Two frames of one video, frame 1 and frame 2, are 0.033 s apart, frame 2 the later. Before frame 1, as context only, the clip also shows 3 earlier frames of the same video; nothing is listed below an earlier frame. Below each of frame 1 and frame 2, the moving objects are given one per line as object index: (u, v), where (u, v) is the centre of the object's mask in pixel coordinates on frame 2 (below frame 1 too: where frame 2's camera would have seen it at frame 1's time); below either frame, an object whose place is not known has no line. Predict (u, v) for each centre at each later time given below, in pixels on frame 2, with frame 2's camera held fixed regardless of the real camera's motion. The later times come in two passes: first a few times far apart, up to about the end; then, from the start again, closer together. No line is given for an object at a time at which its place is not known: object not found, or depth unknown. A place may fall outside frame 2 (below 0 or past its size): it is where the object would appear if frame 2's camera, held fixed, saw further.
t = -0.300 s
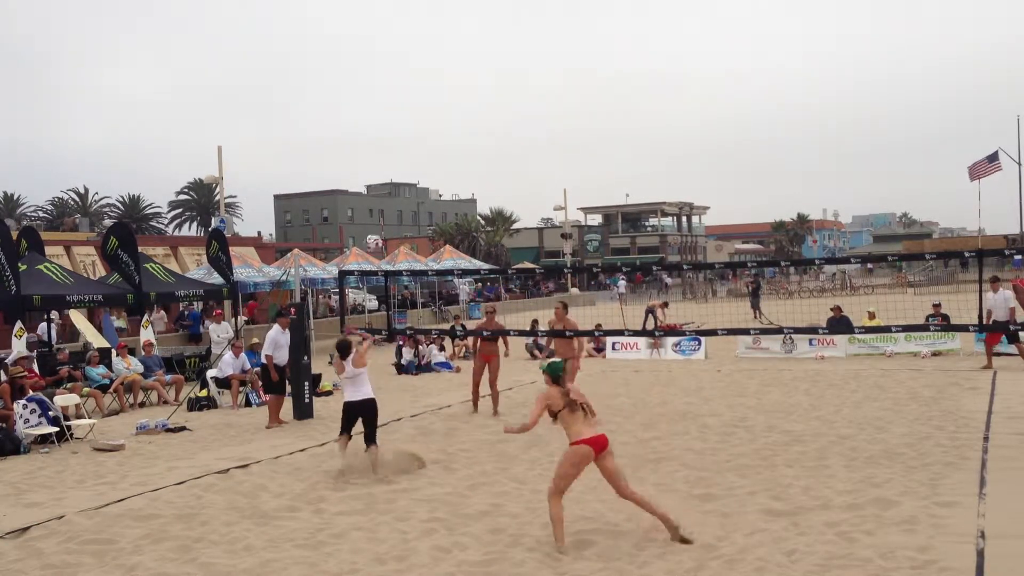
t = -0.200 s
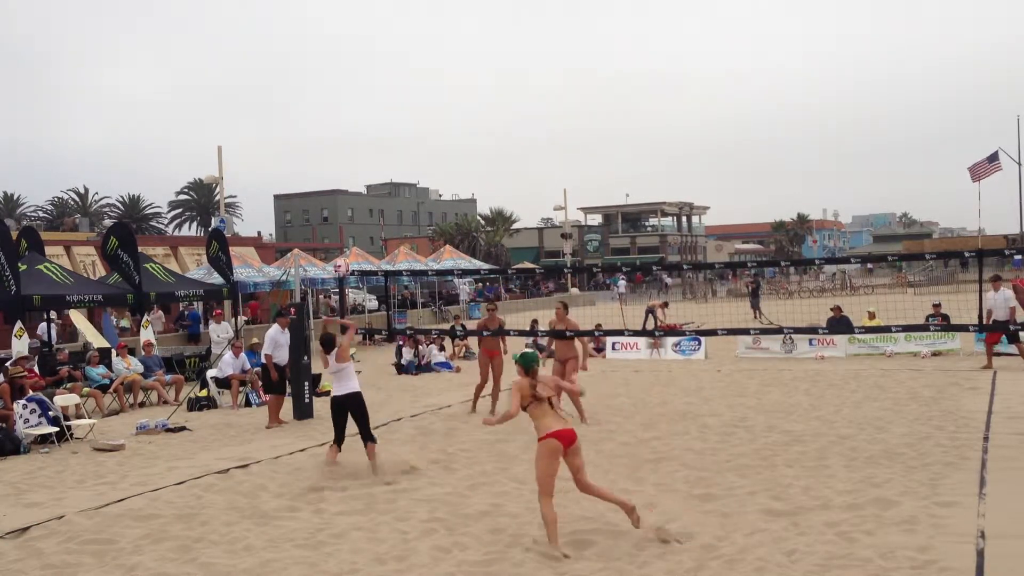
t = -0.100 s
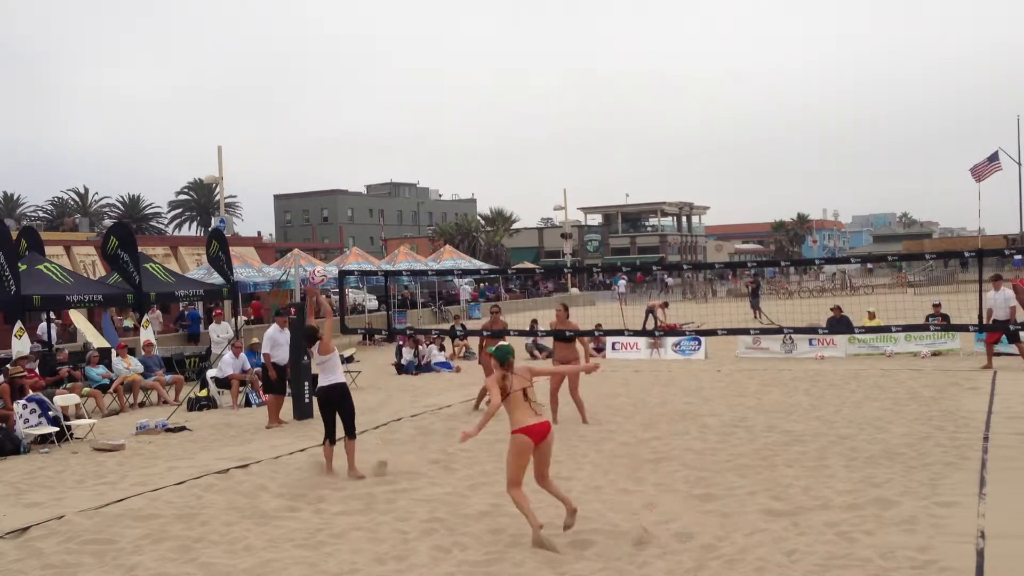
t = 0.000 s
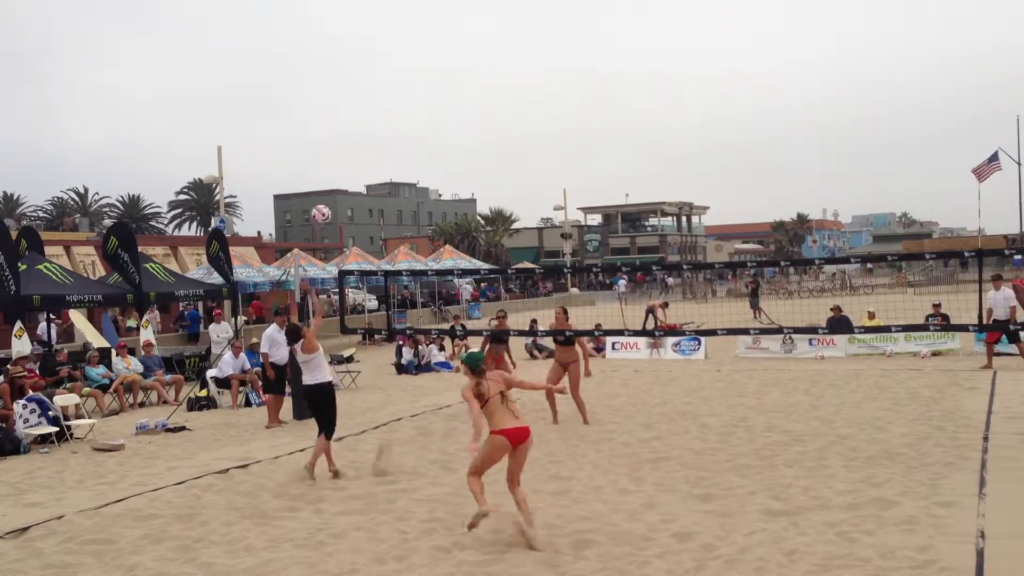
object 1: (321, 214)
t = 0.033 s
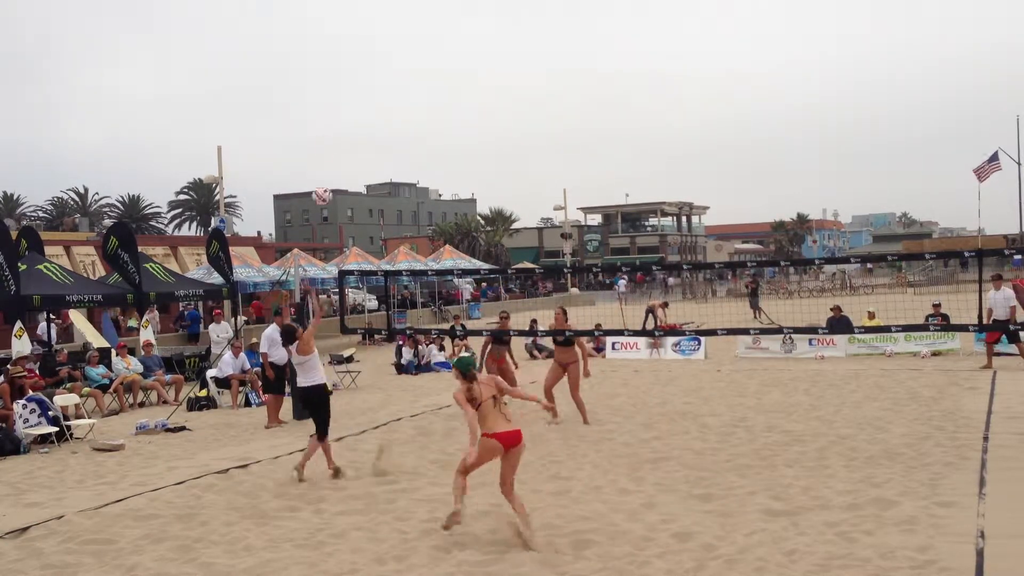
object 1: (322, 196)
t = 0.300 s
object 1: (331, 82)
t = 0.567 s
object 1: (337, 30)
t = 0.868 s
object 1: (344, 53)
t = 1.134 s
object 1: (350, 152)
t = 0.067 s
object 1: (323, 179)
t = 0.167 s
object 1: (327, 131)
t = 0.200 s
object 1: (328, 117)
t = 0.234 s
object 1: (329, 104)
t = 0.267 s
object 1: (330, 92)
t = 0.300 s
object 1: (331, 82)
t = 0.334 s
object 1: (332, 71)
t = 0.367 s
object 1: (332, 63)
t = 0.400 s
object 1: (333, 55)
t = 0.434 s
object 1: (334, 48)
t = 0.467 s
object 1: (335, 42)
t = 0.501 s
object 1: (335, 37)
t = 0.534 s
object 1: (336, 32)
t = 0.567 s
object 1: (337, 30)
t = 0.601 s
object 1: (338, 28)
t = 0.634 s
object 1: (339, 27)
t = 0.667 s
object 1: (340, 27)
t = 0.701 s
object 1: (340, 29)
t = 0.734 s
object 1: (341, 31)
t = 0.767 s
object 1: (342, 35)
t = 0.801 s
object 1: (343, 40)
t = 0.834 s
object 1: (344, 46)
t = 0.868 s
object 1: (344, 53)
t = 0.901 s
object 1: (345, 61)
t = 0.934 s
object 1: (345, 70)
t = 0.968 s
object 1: (346, 81)
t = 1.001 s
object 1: (347, 93)
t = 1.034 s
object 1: (348, 105)
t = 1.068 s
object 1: (349, 120)
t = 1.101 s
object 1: (350, 135)
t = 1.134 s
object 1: (350, 152)
